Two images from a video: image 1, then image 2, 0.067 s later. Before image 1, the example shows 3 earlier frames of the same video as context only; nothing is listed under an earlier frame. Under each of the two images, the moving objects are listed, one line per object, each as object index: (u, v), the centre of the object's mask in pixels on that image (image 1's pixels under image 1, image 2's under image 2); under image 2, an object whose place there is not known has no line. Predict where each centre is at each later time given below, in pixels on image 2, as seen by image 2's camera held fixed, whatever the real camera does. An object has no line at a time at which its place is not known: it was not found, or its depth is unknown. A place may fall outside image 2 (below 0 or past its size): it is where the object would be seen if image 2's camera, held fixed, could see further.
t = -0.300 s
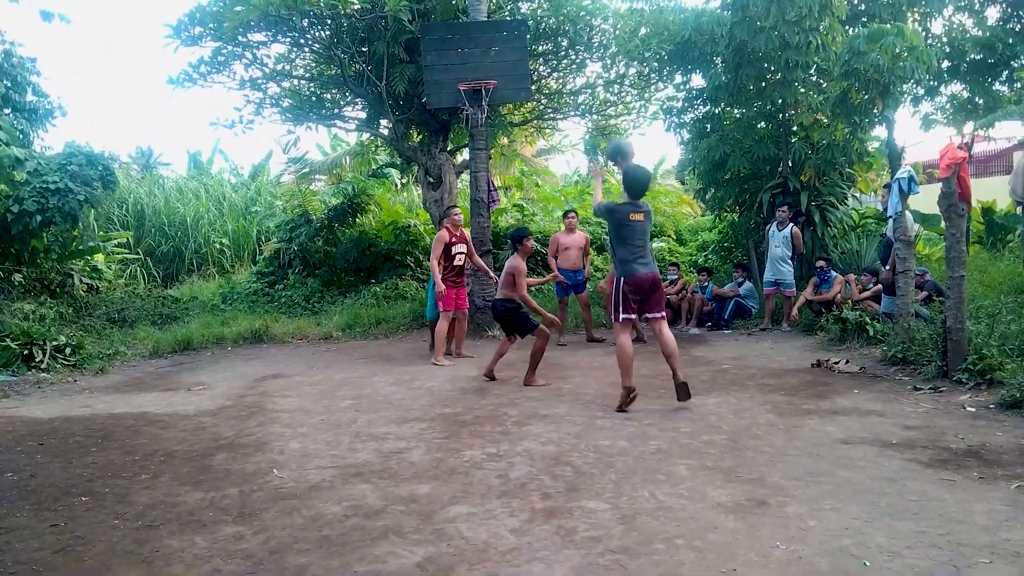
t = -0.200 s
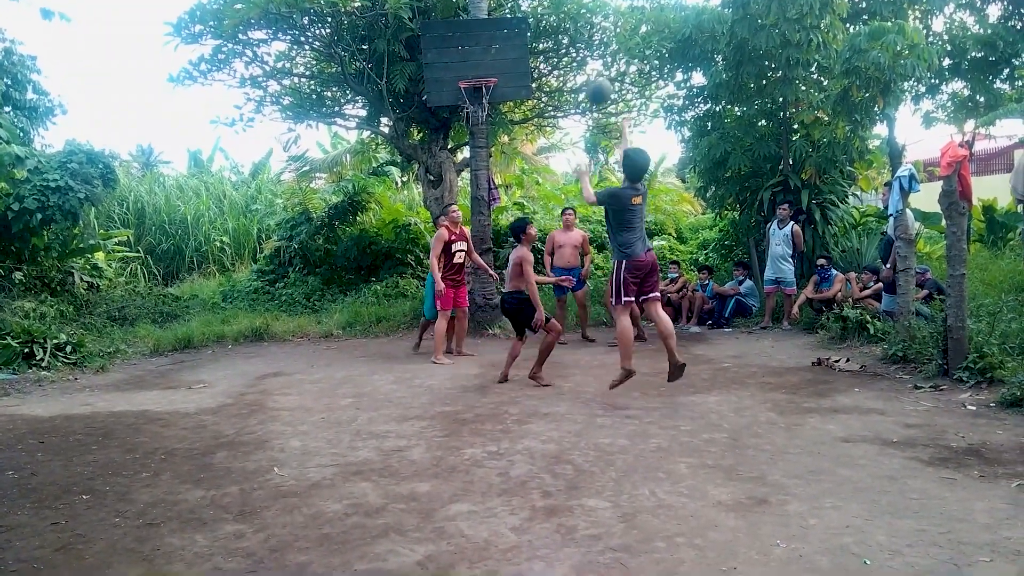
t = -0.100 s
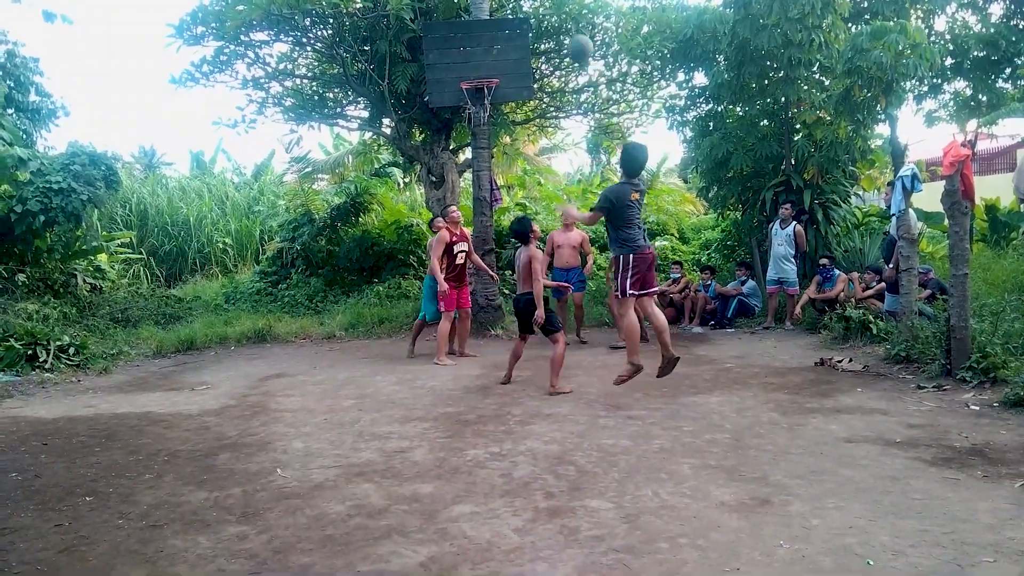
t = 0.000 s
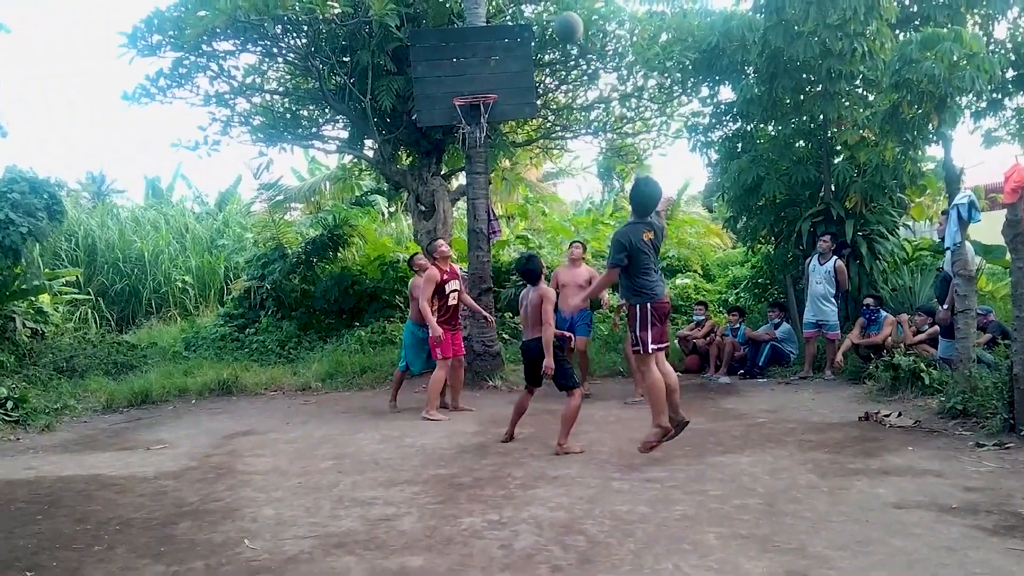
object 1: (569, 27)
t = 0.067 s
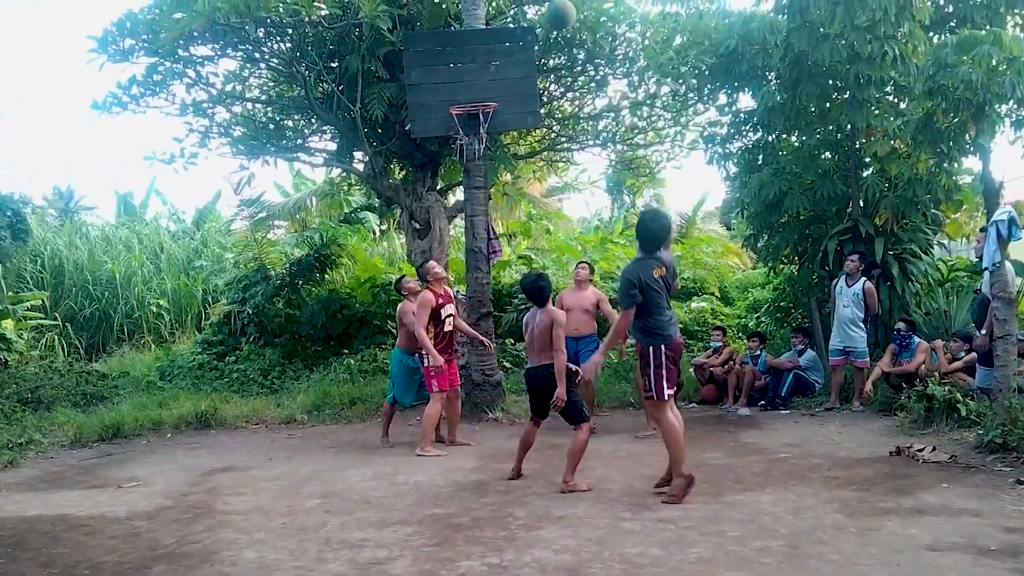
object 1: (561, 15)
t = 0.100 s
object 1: (554, 11)
